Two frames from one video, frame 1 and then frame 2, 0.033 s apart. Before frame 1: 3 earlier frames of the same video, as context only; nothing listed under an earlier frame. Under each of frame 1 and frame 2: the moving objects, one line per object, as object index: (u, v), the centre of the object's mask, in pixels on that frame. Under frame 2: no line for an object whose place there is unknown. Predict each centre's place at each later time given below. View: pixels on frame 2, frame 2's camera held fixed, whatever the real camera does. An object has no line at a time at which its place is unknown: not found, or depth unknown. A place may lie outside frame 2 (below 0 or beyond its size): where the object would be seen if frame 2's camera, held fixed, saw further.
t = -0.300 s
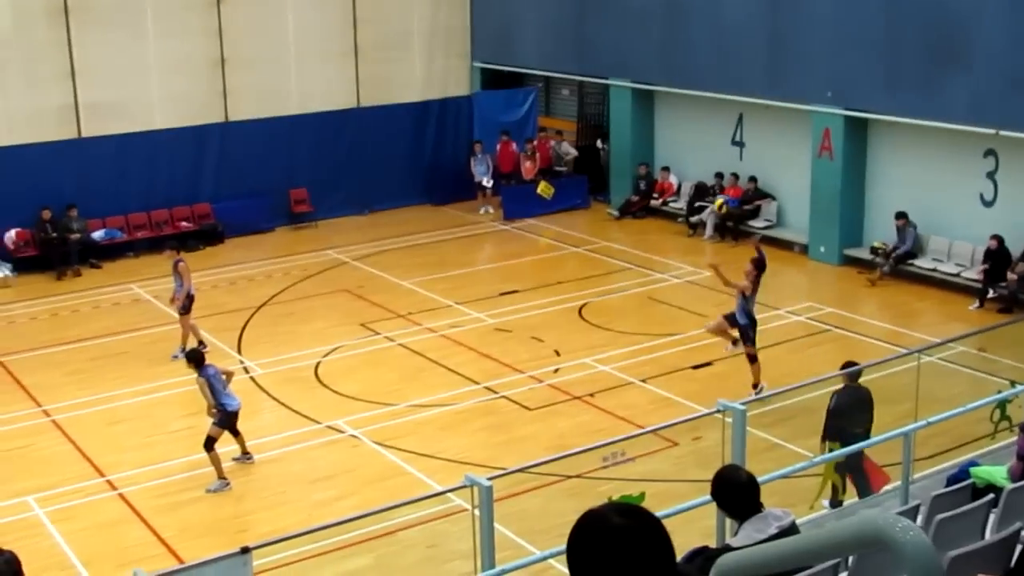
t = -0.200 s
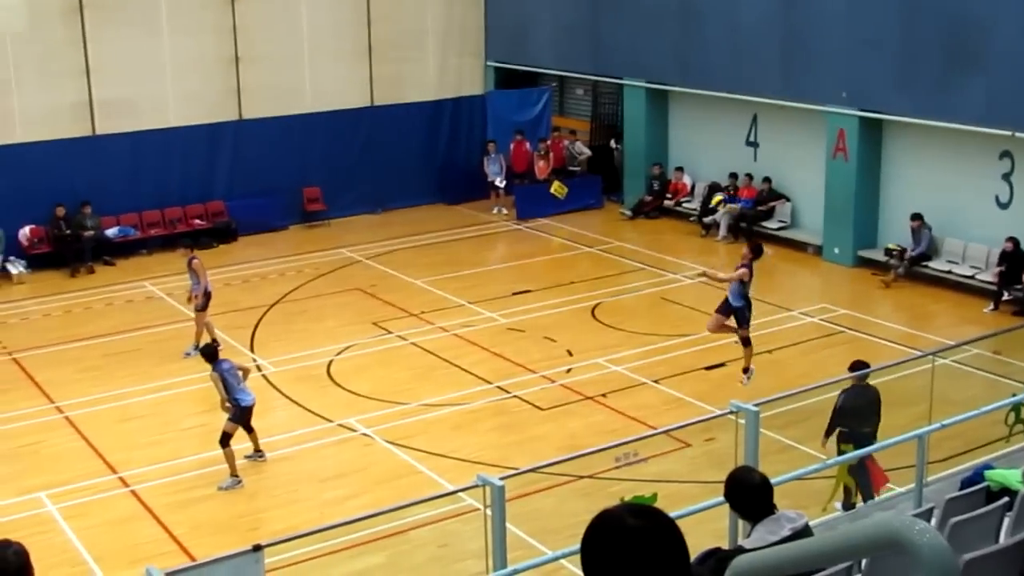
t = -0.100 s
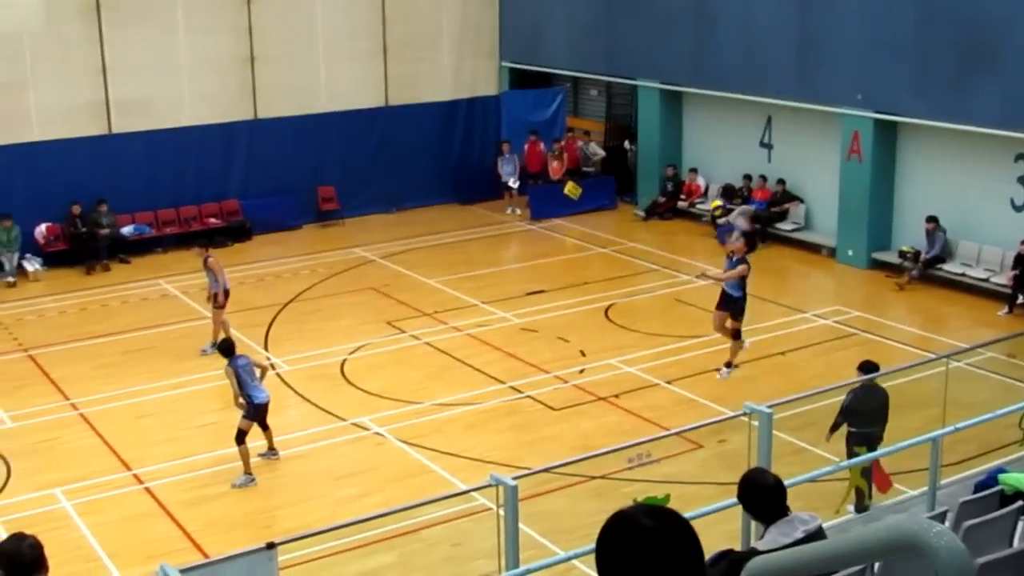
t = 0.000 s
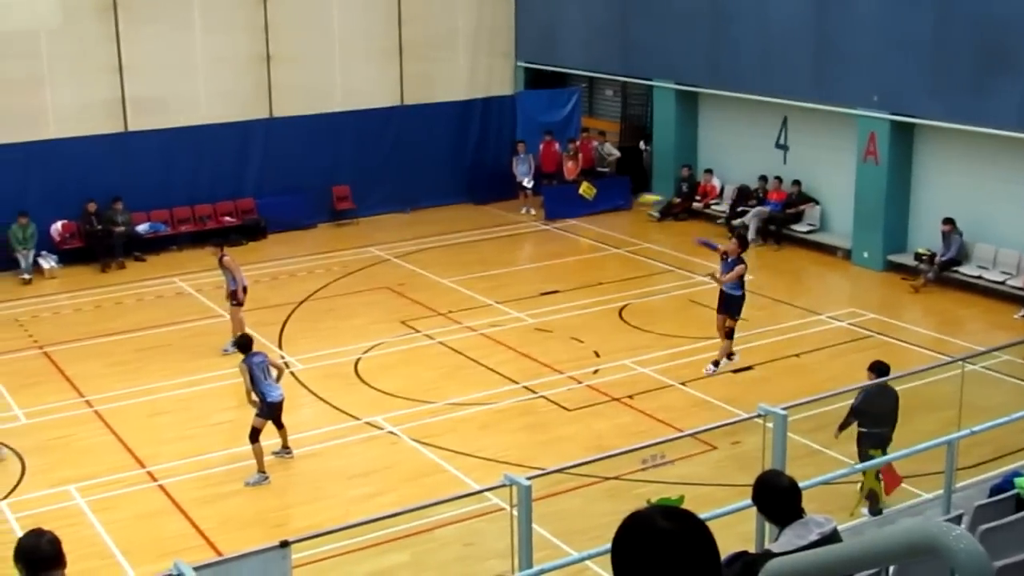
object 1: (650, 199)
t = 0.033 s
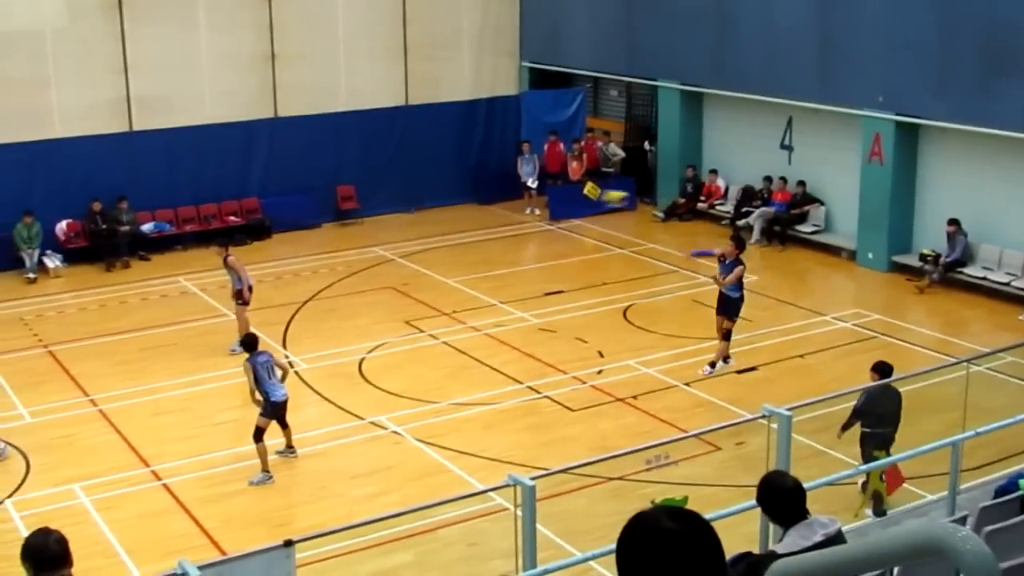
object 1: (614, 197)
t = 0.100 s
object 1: (529, 193)
